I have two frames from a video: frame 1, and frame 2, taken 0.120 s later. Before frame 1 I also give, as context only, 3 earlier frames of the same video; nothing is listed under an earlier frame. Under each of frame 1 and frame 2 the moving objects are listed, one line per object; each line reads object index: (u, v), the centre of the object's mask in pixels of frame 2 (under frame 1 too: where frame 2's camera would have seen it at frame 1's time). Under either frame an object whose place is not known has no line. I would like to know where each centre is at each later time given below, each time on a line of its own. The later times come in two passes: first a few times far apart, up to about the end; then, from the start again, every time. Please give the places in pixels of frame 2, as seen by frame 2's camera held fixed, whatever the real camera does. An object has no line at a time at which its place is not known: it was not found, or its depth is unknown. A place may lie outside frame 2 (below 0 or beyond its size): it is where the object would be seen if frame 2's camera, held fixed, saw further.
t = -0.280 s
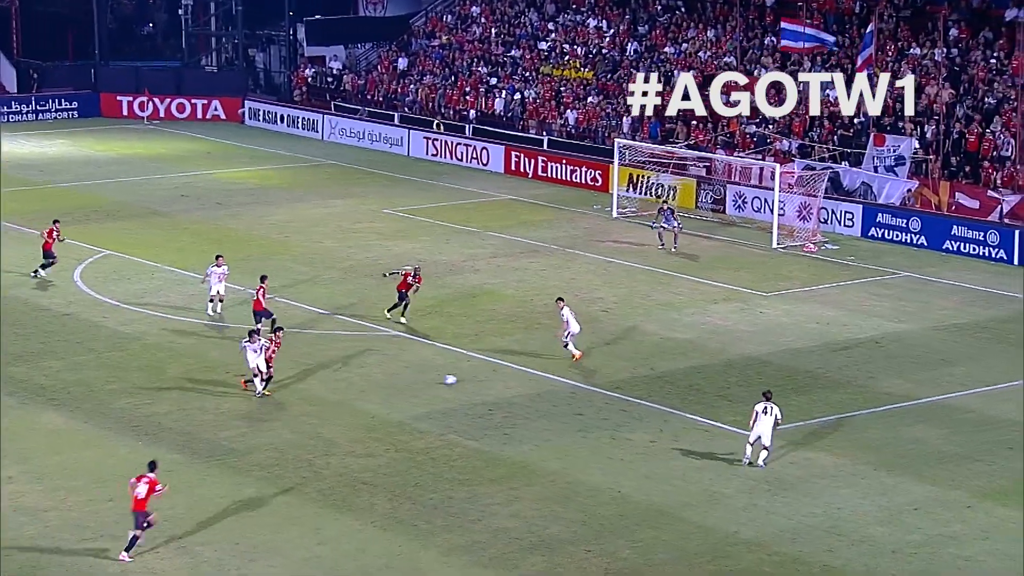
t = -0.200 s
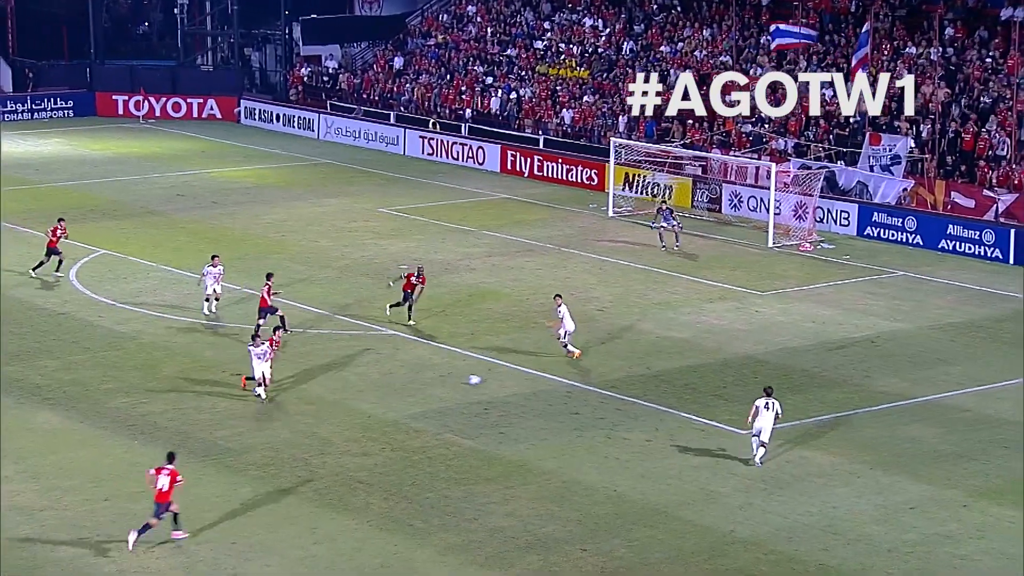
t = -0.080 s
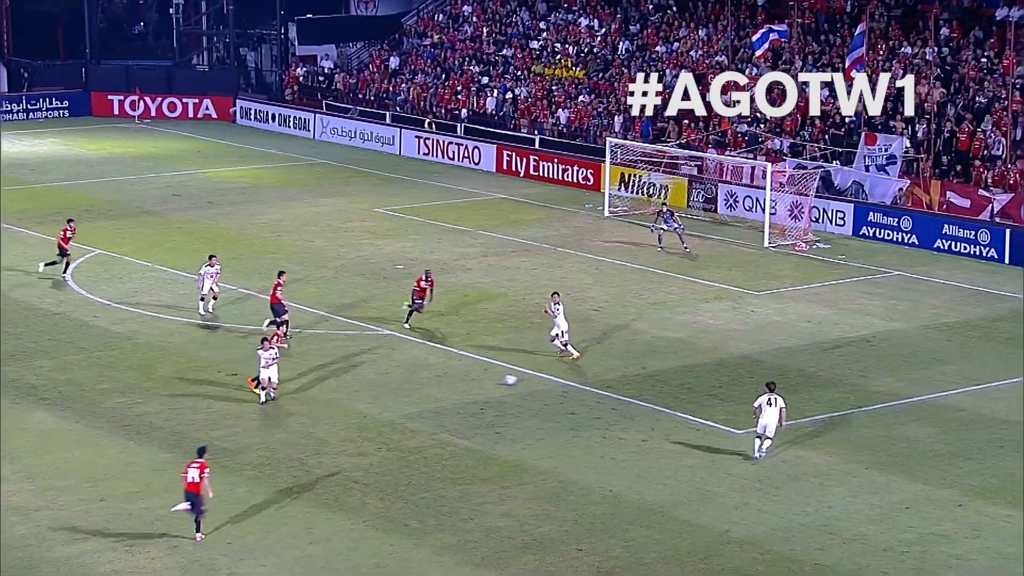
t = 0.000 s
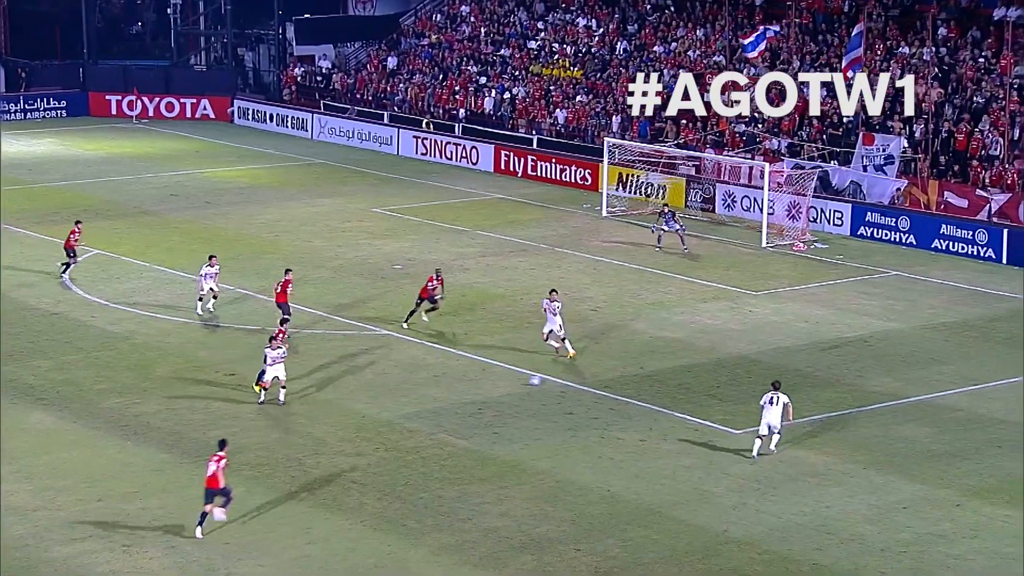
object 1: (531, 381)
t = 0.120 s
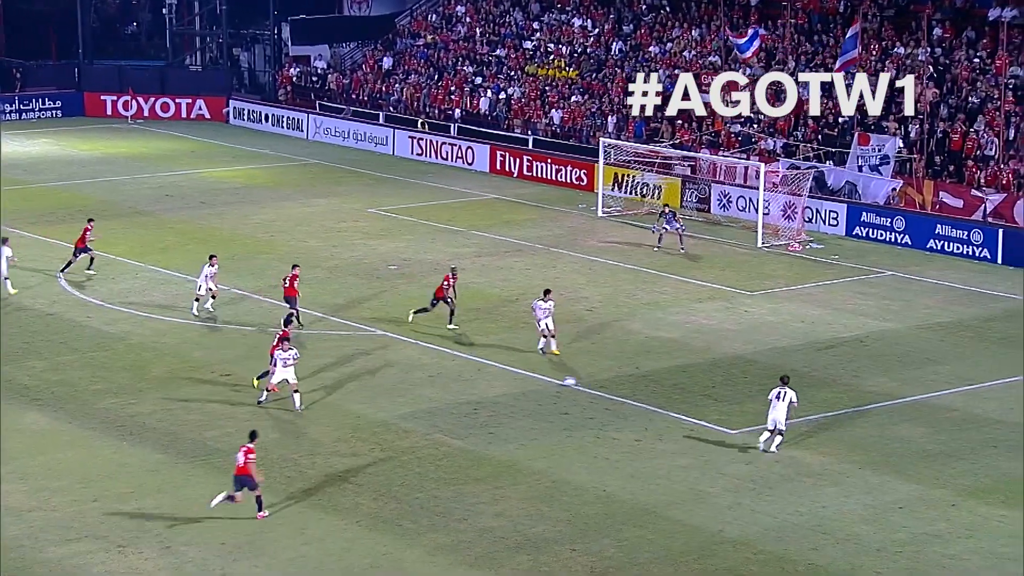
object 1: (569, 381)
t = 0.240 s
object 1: (608, 382)
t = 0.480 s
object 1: (682, 385)
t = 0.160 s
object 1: (583, 382)
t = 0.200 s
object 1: (596, 382)
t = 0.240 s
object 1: (608, 382)
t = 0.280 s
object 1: (621, 383)
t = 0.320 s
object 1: (633, 383)
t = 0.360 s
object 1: (645, 383)
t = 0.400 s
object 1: (658, 383)
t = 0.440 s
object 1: (670, 383)
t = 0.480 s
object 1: (682, 385)
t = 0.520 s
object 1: (693, 384)
